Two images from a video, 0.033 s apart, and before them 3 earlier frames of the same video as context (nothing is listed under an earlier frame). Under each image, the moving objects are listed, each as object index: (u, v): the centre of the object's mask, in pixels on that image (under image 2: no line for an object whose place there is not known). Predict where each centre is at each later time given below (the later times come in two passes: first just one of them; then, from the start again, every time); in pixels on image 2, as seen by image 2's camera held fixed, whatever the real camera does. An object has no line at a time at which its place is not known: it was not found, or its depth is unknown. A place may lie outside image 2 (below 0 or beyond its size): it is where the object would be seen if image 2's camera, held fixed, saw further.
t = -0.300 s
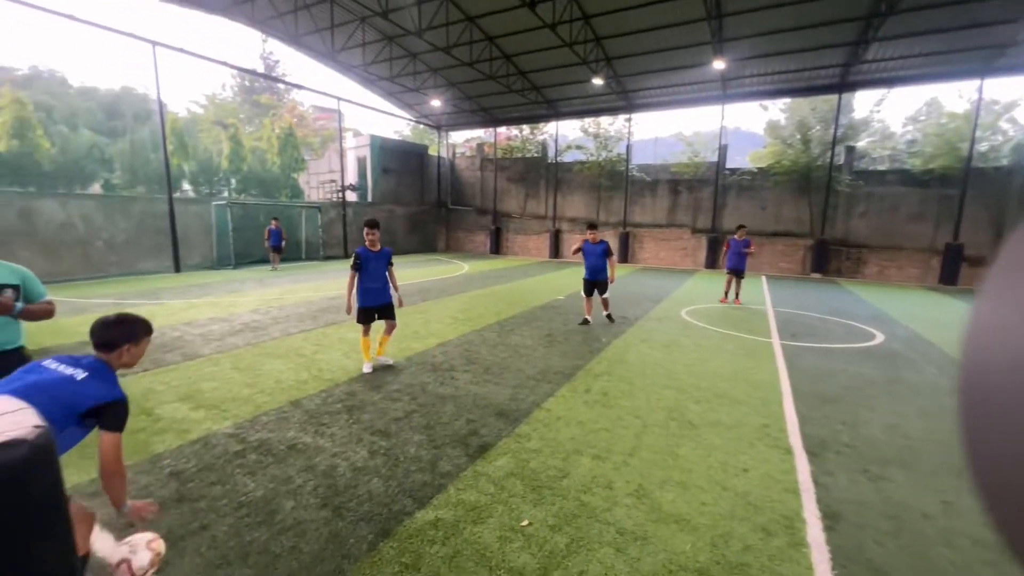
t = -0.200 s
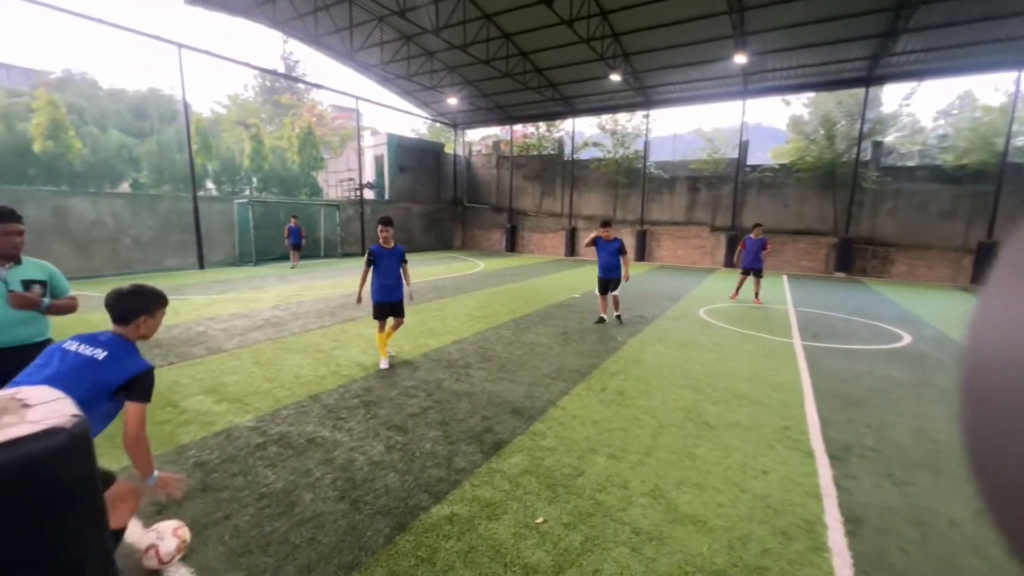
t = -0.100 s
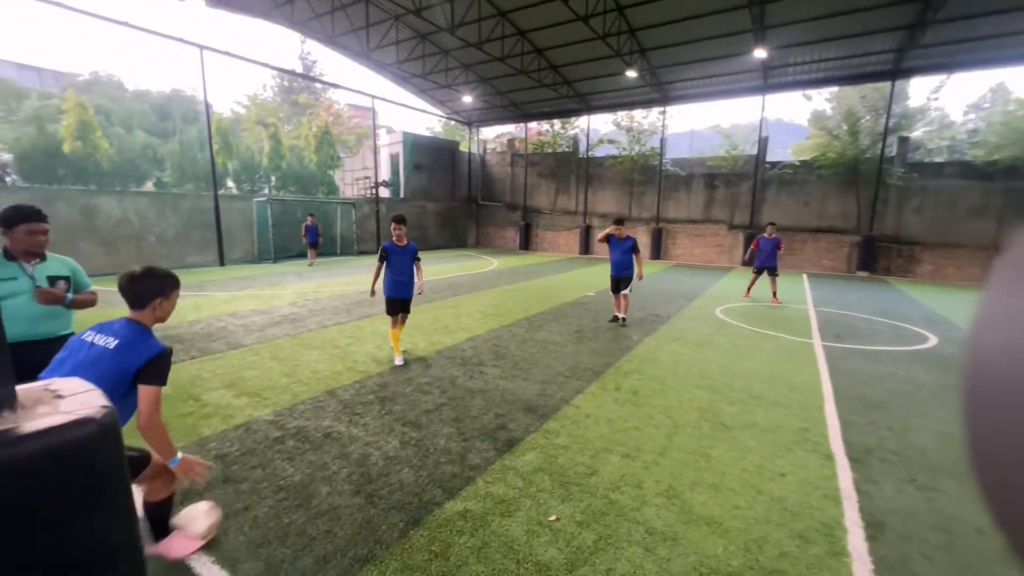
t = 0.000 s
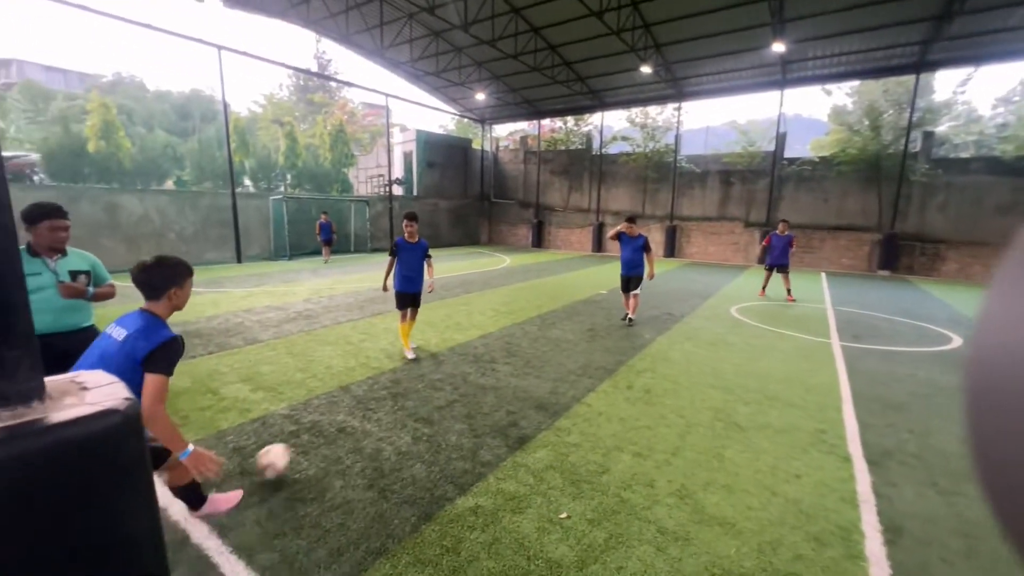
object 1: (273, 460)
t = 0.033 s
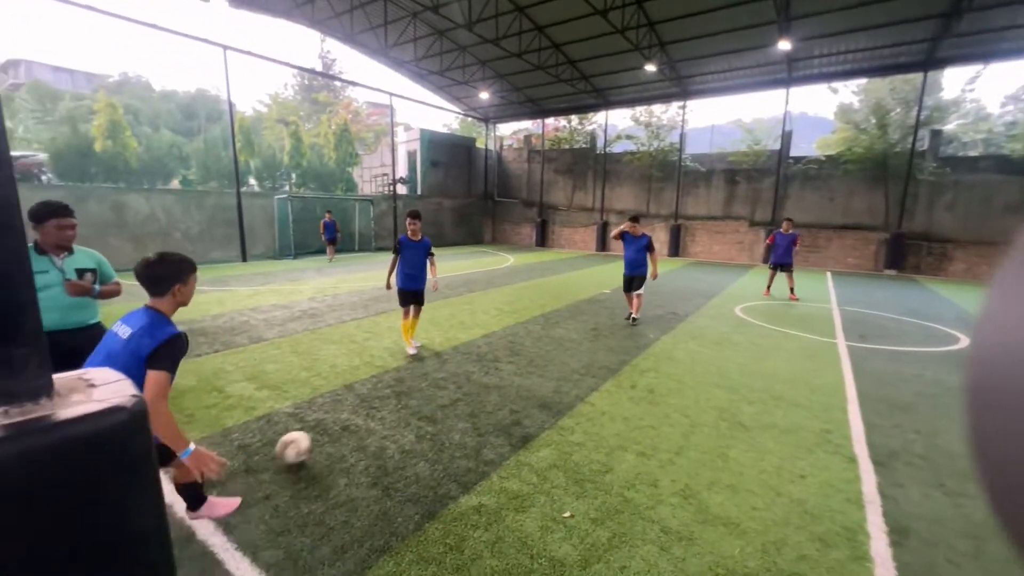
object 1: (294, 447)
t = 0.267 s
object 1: (355, 392)
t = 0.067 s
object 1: (307, 437)
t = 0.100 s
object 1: (317, 427)
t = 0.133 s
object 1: (326, 417)
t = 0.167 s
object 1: (334, 411)
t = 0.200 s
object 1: (341, 405)
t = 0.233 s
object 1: (349, 400)
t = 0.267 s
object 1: (355, 392)
